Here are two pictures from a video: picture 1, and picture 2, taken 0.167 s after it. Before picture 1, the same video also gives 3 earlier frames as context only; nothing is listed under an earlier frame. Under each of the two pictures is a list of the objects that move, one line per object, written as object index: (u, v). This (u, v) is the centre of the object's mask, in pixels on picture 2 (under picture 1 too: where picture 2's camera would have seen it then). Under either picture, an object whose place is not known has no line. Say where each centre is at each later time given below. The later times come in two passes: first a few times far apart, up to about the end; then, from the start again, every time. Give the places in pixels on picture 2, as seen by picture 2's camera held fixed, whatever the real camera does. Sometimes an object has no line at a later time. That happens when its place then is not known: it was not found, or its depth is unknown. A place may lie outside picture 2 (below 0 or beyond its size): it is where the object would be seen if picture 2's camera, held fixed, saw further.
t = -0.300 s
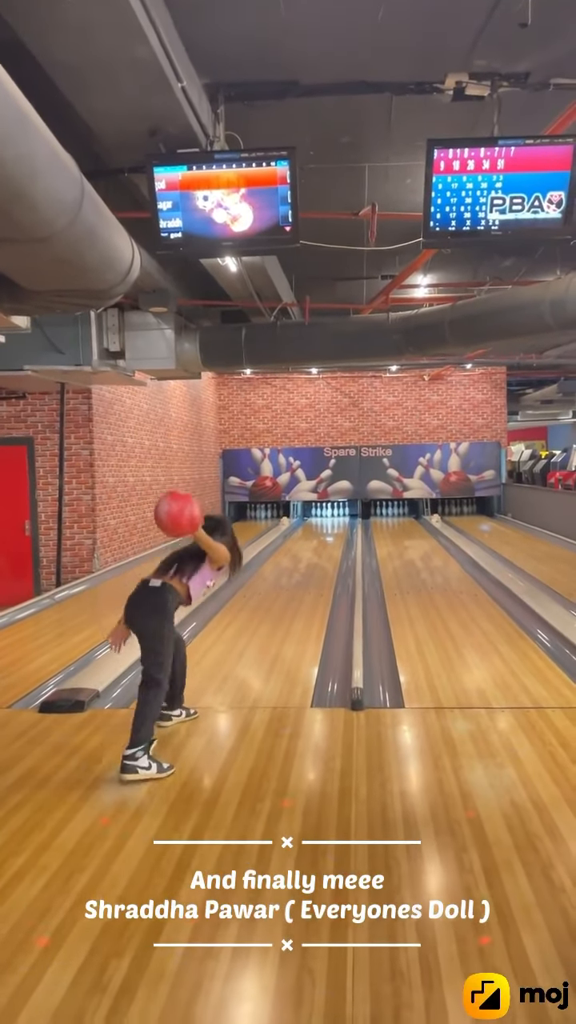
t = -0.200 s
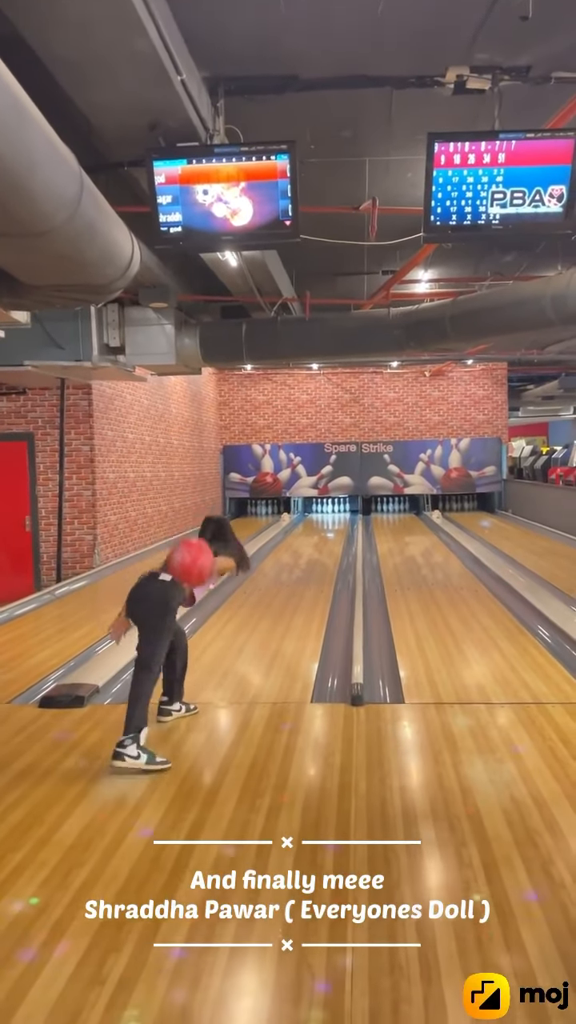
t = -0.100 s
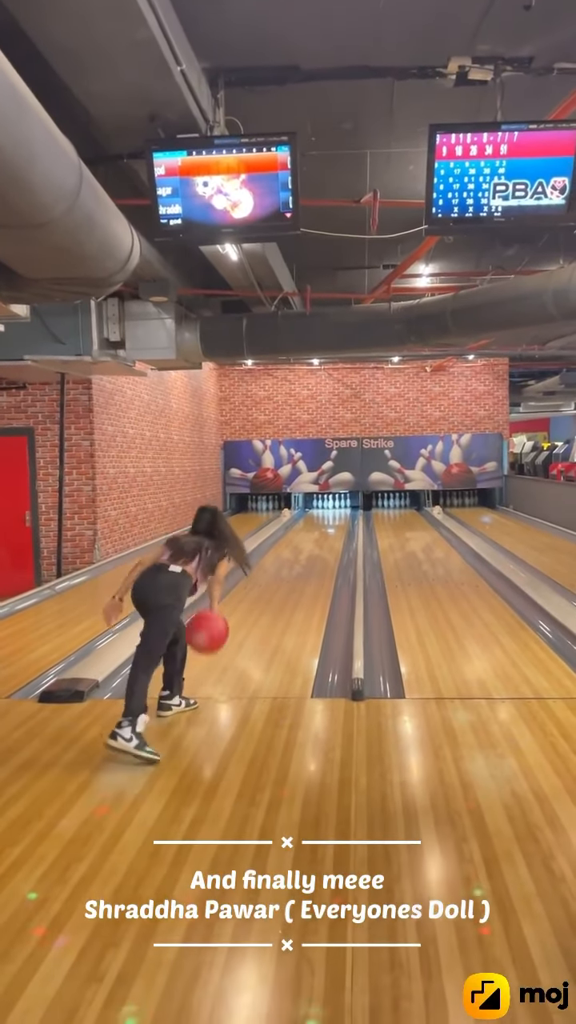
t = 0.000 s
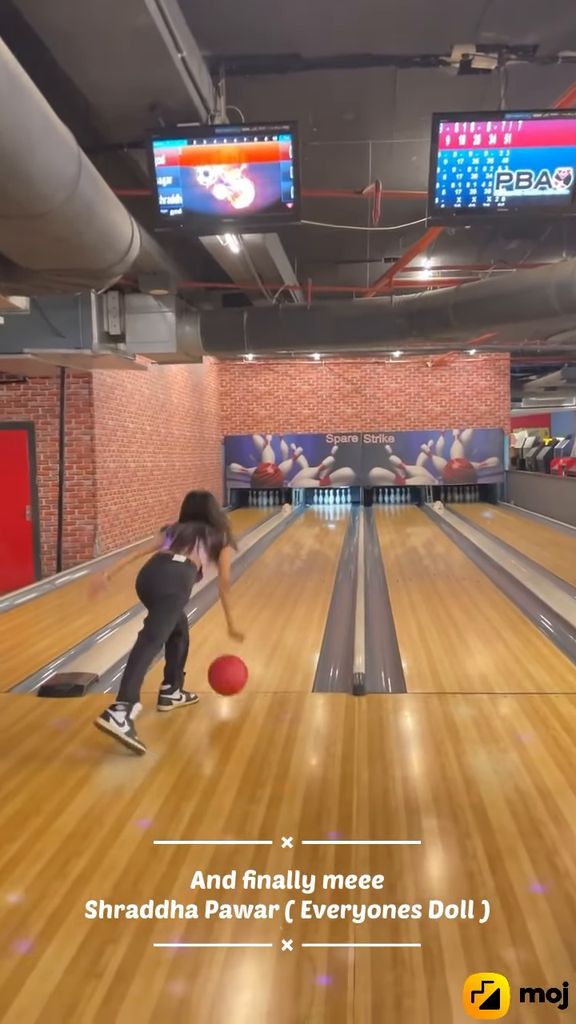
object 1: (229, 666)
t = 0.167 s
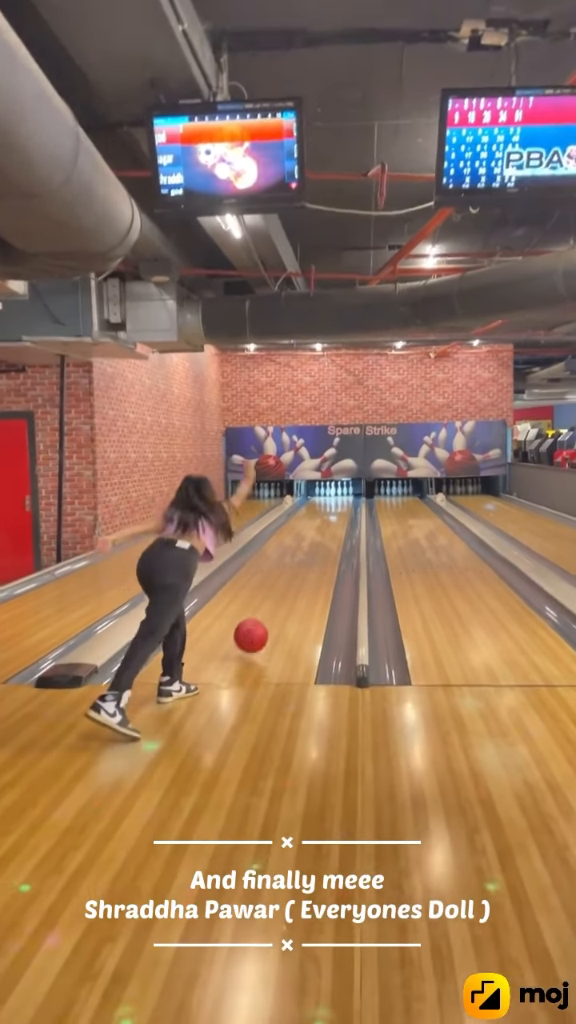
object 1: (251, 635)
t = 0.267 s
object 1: (260, 623)
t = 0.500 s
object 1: (275, 595)
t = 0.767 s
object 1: (285, 574)
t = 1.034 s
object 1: (290, 560)
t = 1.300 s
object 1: (293, 549)
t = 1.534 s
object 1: (294, 543)
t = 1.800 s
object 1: (295, 535)
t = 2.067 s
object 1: (297, 530)
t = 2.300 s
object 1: (297, 525)
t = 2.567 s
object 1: (298, 521)
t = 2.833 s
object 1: (299, 516)
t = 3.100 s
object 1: (300, 512)
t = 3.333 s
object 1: (300, 510)
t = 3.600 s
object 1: (300, 507)
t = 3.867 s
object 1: (301, 504)
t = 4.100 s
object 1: (301, 502)
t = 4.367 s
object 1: (300, 502)
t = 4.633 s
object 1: (302, 500)
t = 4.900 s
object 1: (305, 498)
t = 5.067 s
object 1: (306, 497)
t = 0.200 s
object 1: (254, 633)
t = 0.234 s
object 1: (257, 629)
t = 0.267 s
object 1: (260, 623)
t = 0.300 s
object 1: (263, 618)
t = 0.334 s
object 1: (265, 614)
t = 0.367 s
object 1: (267, 610)
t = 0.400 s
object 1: (270, 606)
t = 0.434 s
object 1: (272, 602)
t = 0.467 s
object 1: (274, 598)
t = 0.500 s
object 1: (275, 595)
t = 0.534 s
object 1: (277, 592)
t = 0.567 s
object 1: (278, 588)
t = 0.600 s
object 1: (279, 586)
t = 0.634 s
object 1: (280, 583)
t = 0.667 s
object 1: (282, 581)
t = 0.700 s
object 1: (284, 578)
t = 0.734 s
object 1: (284, 576)
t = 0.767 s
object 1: (285, 574)
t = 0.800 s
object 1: (286, 572)
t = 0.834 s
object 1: (287, 570)
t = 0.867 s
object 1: (288, 568)
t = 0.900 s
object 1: (289, 566)
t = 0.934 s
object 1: (289, 564)
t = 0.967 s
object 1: (290, 563)
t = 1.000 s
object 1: (290, 561)
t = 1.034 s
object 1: (290, 560)
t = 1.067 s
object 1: (291, 558)
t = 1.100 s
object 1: (291, 557)
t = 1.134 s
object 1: (292, 555)
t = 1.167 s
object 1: (292, 554)
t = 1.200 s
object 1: (292, 553)
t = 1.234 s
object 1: (293, 552)
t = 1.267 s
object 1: (293, 551)
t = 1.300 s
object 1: (293, 549)
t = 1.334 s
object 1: (293, 549)
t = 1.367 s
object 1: (293, 548)
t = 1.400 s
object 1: (293, 547)
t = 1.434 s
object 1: (293, 546)
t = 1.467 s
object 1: (294, 545)
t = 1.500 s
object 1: (294, 544)
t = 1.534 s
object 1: (294, 543)
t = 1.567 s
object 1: (294, 542)
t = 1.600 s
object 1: (295, 541)
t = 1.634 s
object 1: (295, 540)
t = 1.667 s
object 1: (295, 539)
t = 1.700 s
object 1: (295, 538)
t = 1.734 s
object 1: (295, 537)
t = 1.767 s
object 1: (295, 536)
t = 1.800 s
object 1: (295, 535)
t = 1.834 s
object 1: (296, 535)
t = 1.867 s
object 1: (296, 534)
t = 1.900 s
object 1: (296, 533)
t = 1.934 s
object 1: (296, 533)
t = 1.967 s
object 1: (296, 532)
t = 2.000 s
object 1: (296, 531)
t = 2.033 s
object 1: (296, 530)
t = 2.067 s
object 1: (297, 530)
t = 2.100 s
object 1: (296, 529)
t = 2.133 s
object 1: (297, 528)
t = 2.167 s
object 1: (297, 528)
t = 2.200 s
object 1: (297, 527)
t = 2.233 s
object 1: (297, 526)
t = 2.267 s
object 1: (297, 526)
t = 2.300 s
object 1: (297, 525)
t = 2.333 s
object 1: (297, 524)
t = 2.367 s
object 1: (297, 523)
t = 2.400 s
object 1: (298, 523)
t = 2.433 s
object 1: (298, 522)
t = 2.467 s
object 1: (298, 521)
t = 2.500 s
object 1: (298, 521)
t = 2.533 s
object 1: (298, 521)
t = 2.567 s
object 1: (298, 521)
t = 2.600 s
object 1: (298, 520)
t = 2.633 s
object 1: (298, 519)
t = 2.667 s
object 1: (298, 519)
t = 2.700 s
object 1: (298, 518)
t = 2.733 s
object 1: (299, 518)
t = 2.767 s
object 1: (299, 517)
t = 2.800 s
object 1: (299, 517)
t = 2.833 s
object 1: (299, 516)
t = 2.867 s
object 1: (299, 515)
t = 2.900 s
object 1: (299, 515)
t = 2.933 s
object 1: (299, 515)
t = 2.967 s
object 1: (299, 514)
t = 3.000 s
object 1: (299, 514)
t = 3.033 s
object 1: (299, 513)
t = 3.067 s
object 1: (299, 513)
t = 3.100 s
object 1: (300, 512)
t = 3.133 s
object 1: (300, 512)
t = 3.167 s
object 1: (300, 512)
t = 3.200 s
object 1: (300, 511)
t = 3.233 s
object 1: (300, 511)
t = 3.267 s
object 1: (300, 510)
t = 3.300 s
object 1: (300, 510)
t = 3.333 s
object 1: (300, 510)
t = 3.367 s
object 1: (300, 509)
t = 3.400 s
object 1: (300, 509)
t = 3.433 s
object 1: (300, 509)
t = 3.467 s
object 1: (300, 508)
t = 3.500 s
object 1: (300, 508)
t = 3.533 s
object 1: (300, 507)
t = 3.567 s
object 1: (300, 507)
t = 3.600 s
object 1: (300, 507)
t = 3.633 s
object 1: (300, 507)
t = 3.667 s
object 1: (300, 506)
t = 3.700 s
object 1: (300, 506)
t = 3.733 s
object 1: (300, 505)
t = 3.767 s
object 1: (300, 505)
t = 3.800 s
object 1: (300, 505)
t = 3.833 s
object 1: (301, 504)
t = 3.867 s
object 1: (301, 504)
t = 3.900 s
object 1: (301, 504)
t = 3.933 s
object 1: (301, 504)
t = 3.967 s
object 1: (301, 503)
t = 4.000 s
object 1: (301, 503)
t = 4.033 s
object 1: (301, 503)
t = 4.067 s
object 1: (301, 503)
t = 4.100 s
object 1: (301, 502)
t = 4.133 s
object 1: (300, 502)
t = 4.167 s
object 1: (300, 502)
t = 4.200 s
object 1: (300, 502)
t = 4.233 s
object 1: (300, 502)
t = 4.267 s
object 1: (299, 503)
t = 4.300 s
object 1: (299, 502)
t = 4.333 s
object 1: (300, 502)
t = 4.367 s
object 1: (300, 502)
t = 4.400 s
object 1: (300, 502)
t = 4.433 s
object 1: (300, 502)
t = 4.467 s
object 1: (300, 502)
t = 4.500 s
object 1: (300, 502)
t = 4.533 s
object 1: (301, 501)
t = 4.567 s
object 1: (301, 501)
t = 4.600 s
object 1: (301, 501)
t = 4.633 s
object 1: (302, 500)
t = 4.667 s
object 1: (302, 500)
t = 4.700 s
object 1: (303, 500)
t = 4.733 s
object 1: (303, 500)
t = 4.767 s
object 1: (303, 500)
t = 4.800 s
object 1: (303, 499)
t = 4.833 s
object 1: (304, 499)
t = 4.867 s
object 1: (304, 499)
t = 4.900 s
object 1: (305, 498)
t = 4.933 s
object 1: (305, 498)
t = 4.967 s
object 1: (305, 498)
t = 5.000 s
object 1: (305, 498)
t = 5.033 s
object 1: (306, 497)
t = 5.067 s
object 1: (306, 497)
